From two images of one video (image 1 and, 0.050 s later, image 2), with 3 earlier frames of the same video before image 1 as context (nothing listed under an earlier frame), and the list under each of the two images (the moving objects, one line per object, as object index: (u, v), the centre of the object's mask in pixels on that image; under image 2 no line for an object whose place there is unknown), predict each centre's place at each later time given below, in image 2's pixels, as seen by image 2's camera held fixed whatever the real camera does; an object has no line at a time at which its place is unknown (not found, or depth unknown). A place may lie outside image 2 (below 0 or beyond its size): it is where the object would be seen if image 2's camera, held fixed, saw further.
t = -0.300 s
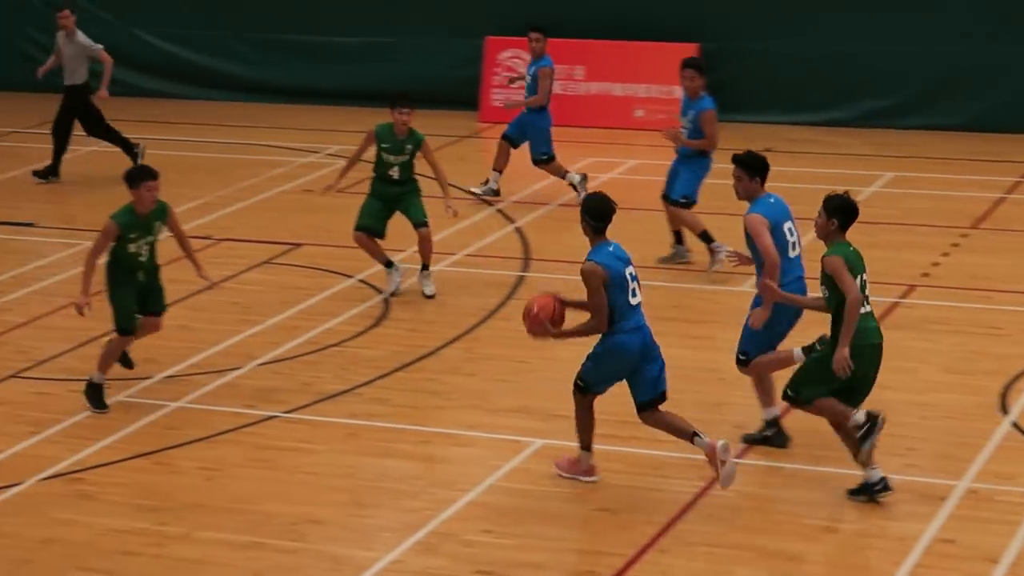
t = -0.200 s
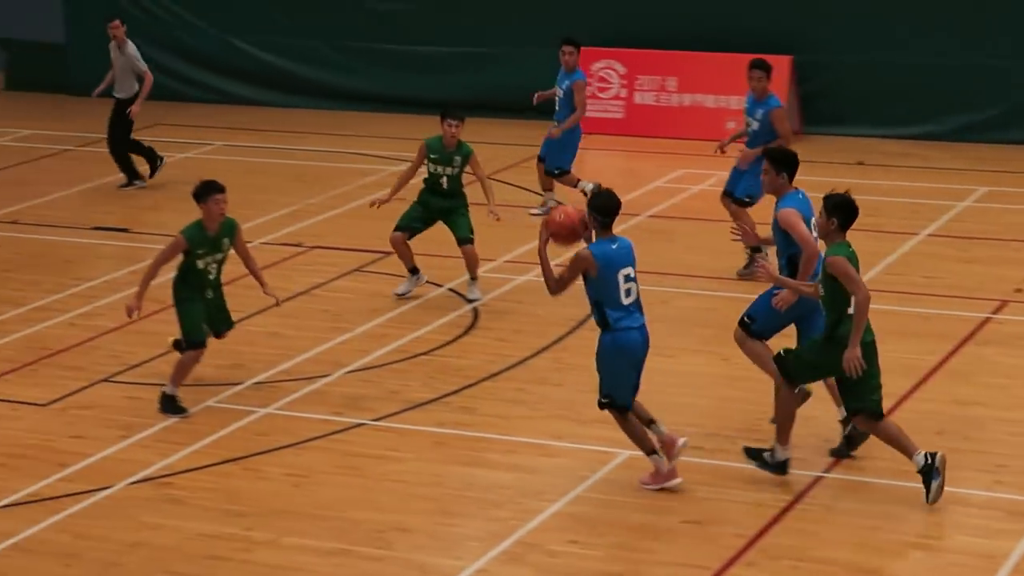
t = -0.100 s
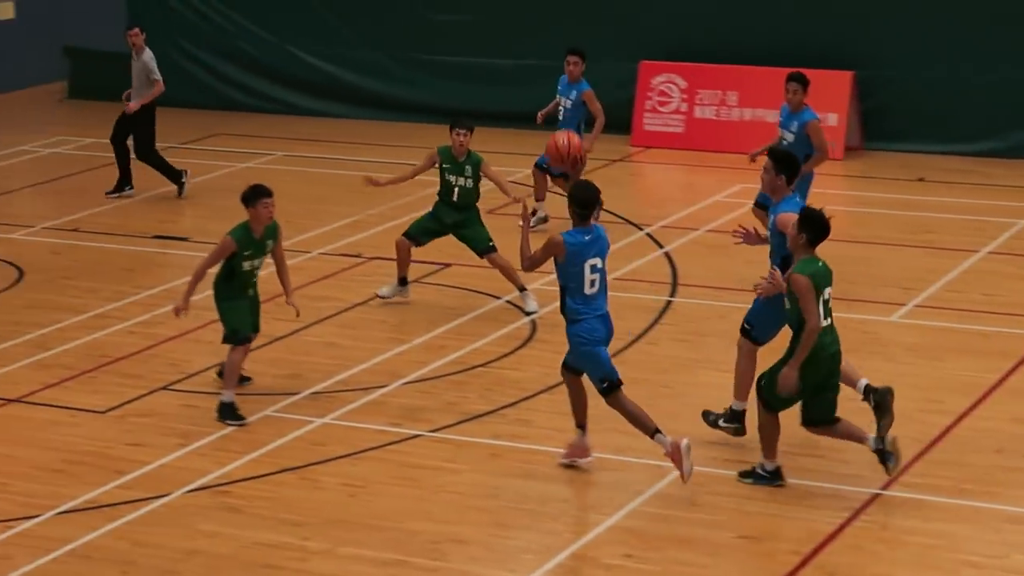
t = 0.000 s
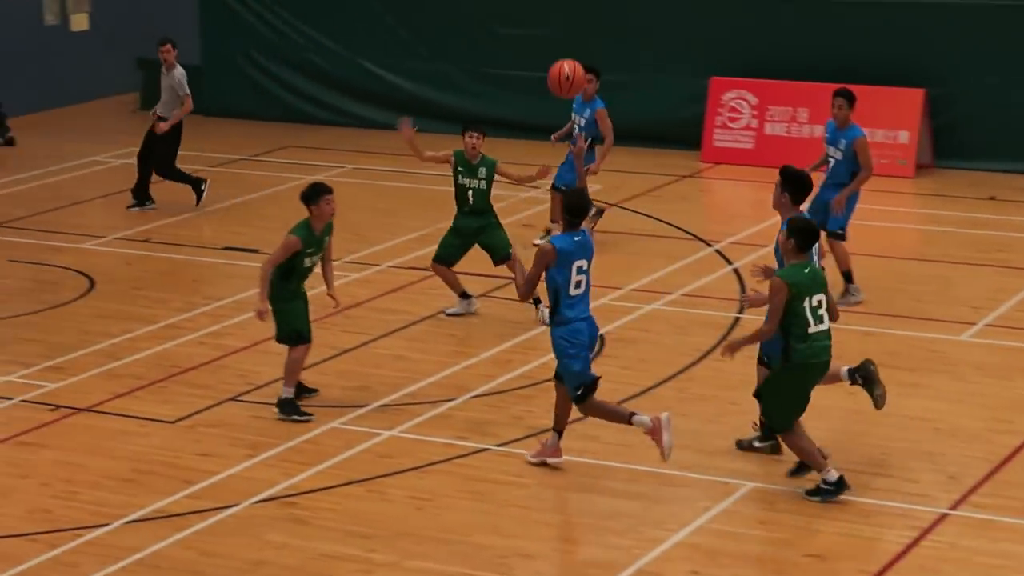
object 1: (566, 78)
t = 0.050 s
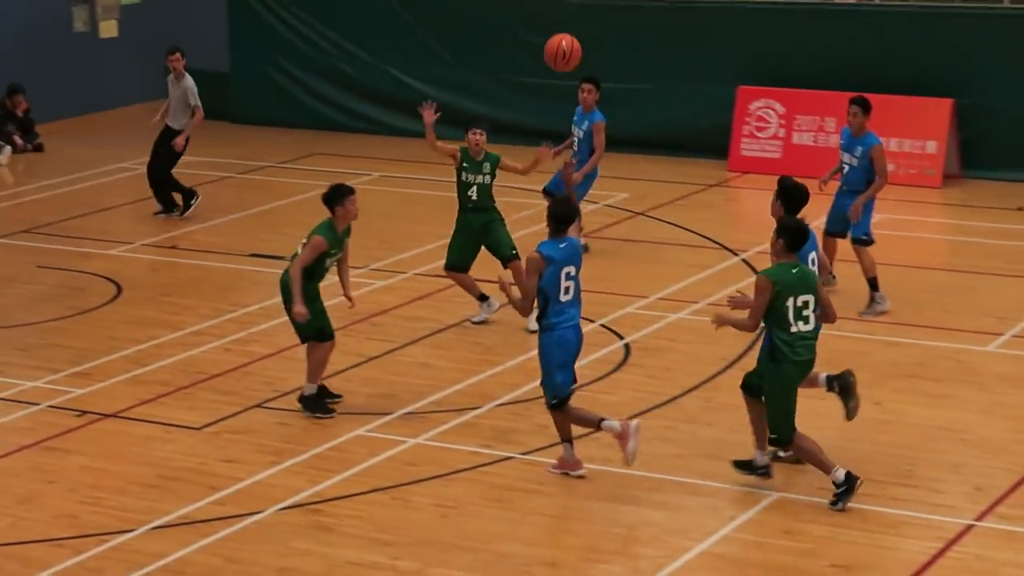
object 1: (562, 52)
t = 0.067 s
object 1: (554, 43)
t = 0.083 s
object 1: (547, 33)
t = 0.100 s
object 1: (540, 25)
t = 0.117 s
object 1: (531, 17)
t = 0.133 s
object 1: (524, 10)
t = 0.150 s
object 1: (517, 3)
